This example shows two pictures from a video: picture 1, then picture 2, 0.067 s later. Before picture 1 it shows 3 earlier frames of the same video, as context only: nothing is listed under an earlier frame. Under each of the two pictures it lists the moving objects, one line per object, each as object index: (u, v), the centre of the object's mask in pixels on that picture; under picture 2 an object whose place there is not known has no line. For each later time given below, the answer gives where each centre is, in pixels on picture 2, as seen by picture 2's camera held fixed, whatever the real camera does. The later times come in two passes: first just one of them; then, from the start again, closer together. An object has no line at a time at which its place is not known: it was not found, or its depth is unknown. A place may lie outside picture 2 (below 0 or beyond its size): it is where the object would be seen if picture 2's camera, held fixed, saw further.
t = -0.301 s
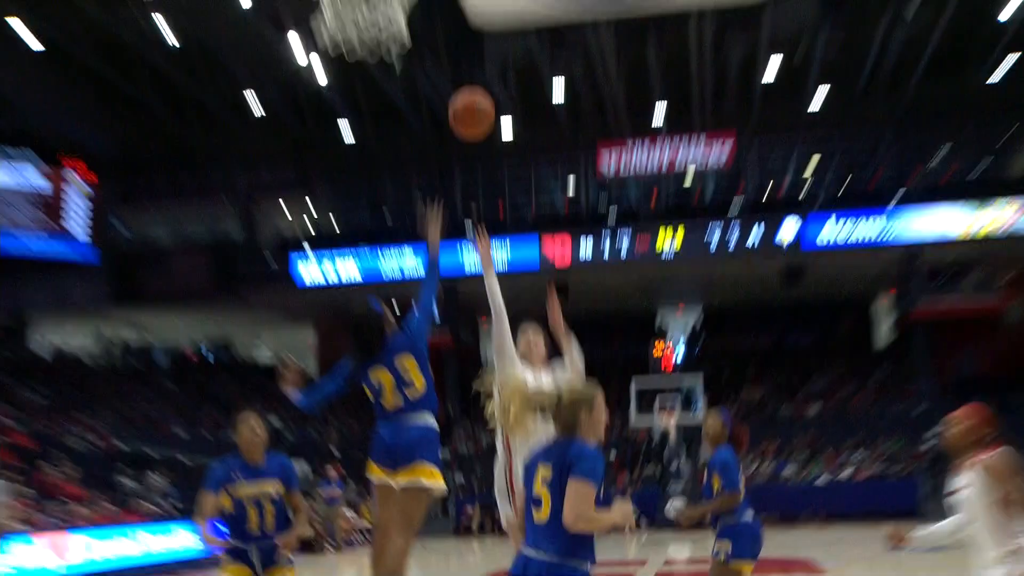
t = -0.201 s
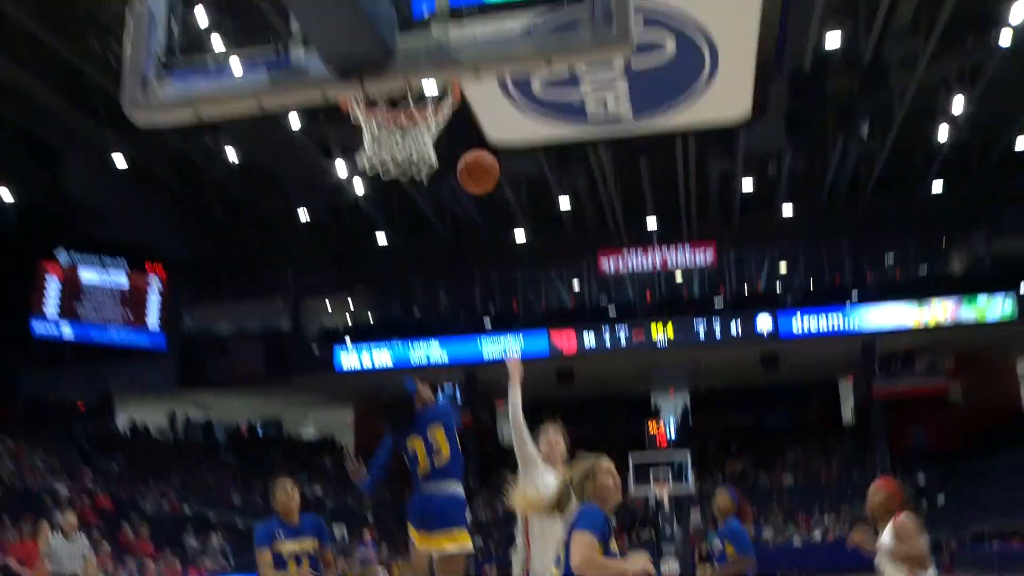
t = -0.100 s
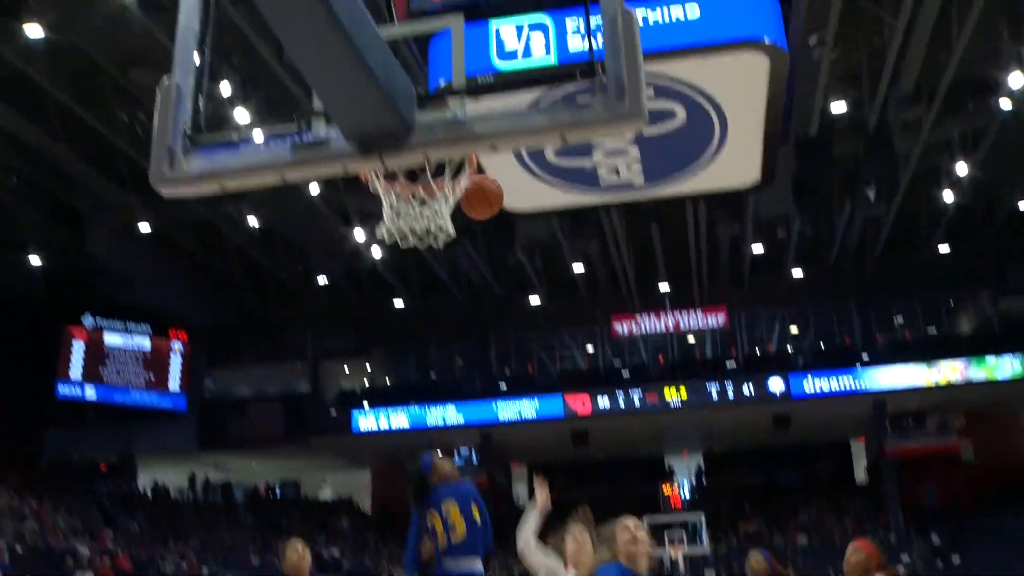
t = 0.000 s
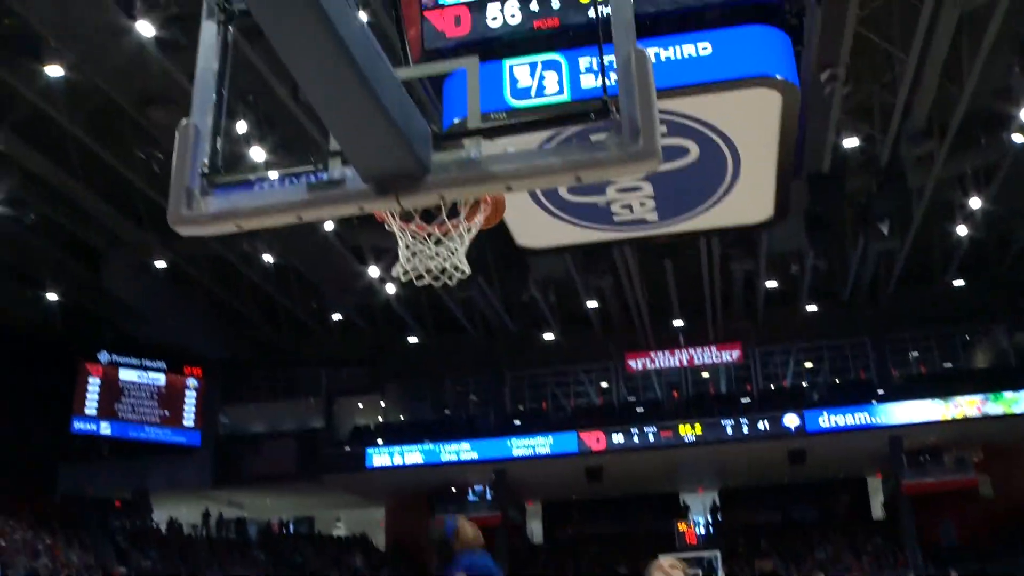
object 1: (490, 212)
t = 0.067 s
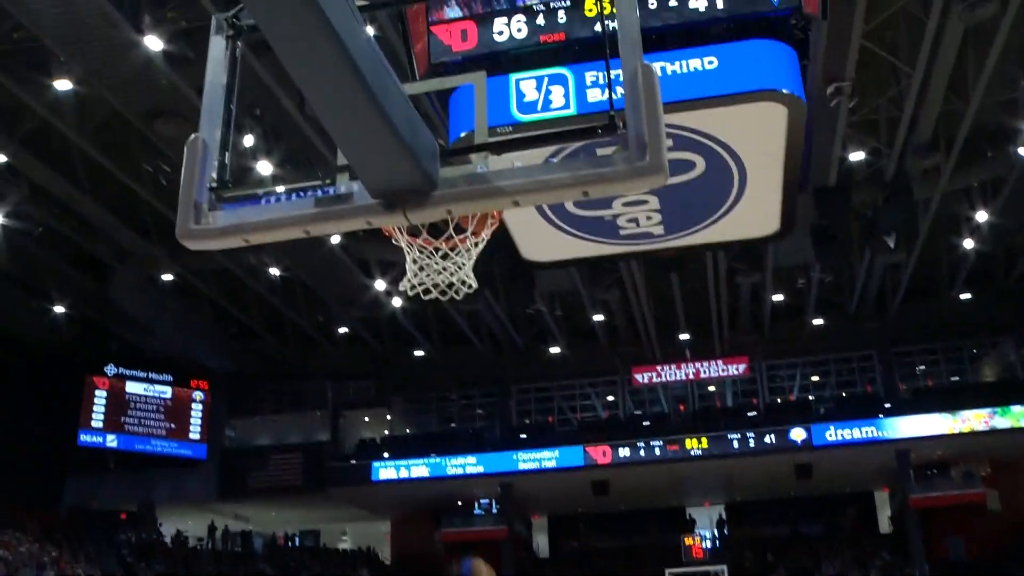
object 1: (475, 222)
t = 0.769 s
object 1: (479, 345)
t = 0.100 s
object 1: (473, 221)
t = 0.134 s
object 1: (469, 220)
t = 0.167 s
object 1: (459, 220)
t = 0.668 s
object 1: (477, 288)
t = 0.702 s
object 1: (478, 305)
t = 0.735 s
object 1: (479, 324)
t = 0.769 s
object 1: (479, 345)
